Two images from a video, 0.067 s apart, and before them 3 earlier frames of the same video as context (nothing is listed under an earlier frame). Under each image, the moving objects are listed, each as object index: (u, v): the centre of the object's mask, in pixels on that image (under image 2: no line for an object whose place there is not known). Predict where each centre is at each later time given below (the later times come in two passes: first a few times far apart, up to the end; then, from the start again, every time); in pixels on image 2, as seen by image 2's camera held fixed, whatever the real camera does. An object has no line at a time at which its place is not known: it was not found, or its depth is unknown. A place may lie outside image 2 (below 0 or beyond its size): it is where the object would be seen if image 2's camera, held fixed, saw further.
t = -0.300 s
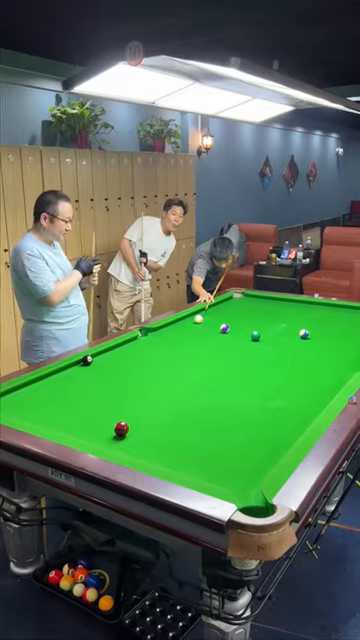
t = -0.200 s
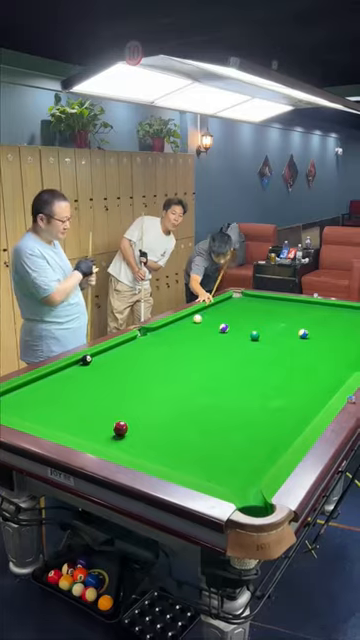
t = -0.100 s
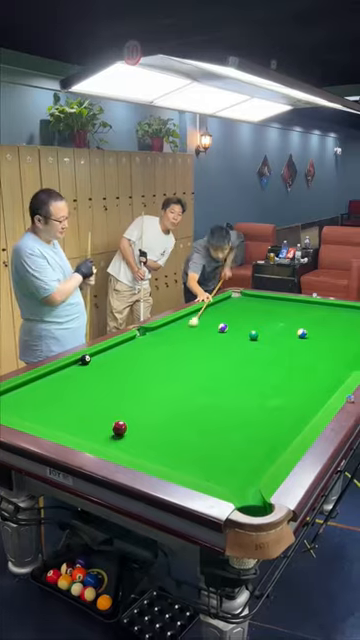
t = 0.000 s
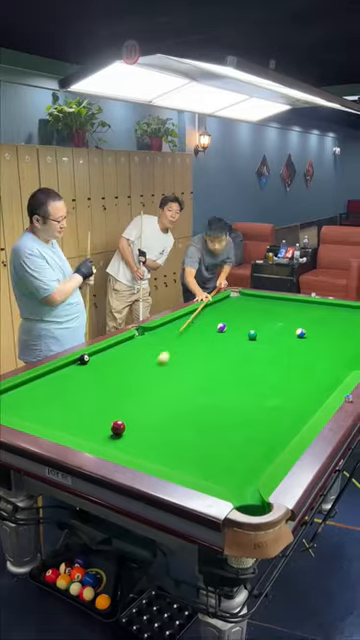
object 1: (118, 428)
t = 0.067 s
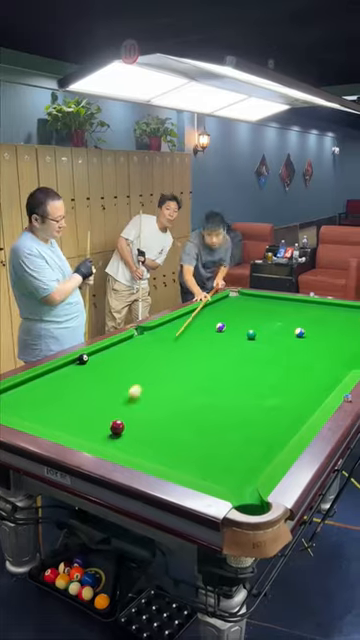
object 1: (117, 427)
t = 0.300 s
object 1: (274, 450)
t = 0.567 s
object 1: (214, 379)
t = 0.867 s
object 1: (174, 338)
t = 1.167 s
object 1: (200, 324)
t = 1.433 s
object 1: (249, 321)
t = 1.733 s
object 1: (297, 318)
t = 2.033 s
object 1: (343, 314)
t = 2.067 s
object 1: (349, 314)
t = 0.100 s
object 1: (117, 427)
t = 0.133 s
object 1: (129, 443)
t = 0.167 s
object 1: (151, 456)
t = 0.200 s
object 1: (184, 456)
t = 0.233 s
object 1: (215, 455)
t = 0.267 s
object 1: (247, 453)
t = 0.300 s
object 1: (274, 450)
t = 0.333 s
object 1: (266, 438)
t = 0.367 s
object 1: (256, 427)
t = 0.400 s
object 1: (248, 417)
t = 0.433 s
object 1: (240, 408)
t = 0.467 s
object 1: (233, 399)
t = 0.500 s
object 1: (226, 393)
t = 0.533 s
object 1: (220, 385)
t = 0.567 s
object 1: (214, 379)
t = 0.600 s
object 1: (209, 374)
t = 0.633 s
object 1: (203, 368)
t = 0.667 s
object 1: (199, 363)
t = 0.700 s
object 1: (194, 358)
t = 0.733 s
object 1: (190, 353)
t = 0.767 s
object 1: (185, 349)
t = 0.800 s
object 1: (182, 345)
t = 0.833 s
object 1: (178, 341)
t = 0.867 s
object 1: (174, 338)
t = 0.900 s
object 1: (171, 334)
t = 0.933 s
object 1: (168, 331)
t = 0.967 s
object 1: (165, 327)
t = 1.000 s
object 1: (163, 324)
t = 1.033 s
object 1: (171, 324)
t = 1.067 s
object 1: (179, 324)
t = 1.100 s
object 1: (186, 324)
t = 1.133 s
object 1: (193, 324)
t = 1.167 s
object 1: (200, 324)
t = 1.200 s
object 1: (207, 324)
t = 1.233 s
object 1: (213, 324)
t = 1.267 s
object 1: (219, 321)
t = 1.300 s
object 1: (226, 322)
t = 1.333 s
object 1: (231, 322)
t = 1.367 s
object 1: (237, 322)
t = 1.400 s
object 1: (242, 321)
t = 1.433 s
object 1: (249, 321)
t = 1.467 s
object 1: (254, 320)
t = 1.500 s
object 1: (259, 320)
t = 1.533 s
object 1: (265, 320)
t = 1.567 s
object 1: (271, 319)
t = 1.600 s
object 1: (276, 319)
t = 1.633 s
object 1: (281, 318)
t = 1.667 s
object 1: (287, 318)
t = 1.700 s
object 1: (292, 318)
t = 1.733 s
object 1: (297, 318)
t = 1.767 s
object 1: (303, 318)
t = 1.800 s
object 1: (308, 317)
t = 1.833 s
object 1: (313, 316)
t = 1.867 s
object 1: (318, 316)
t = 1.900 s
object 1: (323, 316)
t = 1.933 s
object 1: (328, 315)
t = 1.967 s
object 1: (333, 314)
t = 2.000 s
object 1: (339, 314)
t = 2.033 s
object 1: (343, 314)
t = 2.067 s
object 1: (349, 314)
